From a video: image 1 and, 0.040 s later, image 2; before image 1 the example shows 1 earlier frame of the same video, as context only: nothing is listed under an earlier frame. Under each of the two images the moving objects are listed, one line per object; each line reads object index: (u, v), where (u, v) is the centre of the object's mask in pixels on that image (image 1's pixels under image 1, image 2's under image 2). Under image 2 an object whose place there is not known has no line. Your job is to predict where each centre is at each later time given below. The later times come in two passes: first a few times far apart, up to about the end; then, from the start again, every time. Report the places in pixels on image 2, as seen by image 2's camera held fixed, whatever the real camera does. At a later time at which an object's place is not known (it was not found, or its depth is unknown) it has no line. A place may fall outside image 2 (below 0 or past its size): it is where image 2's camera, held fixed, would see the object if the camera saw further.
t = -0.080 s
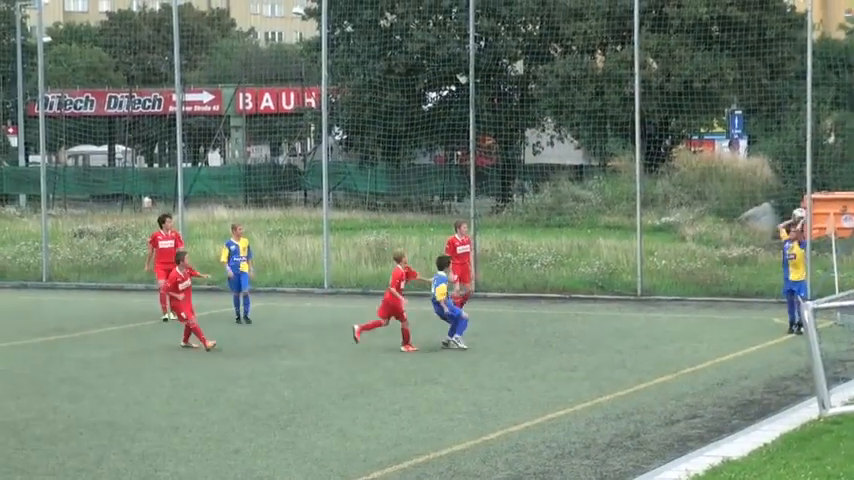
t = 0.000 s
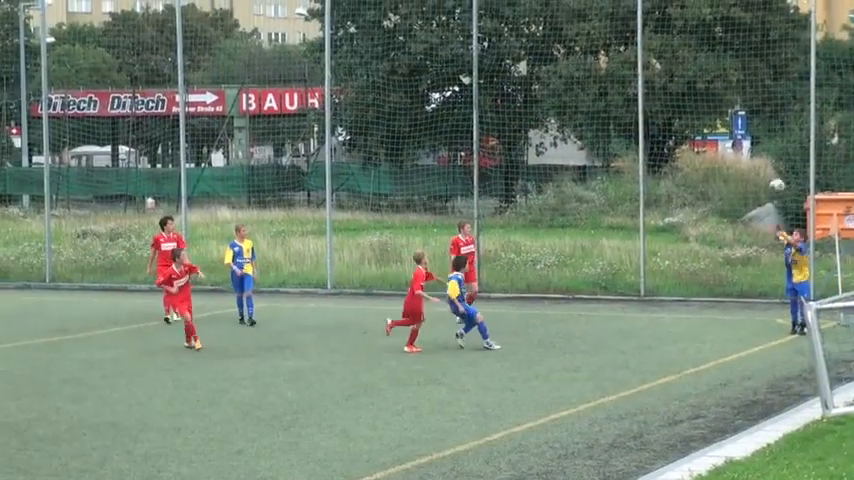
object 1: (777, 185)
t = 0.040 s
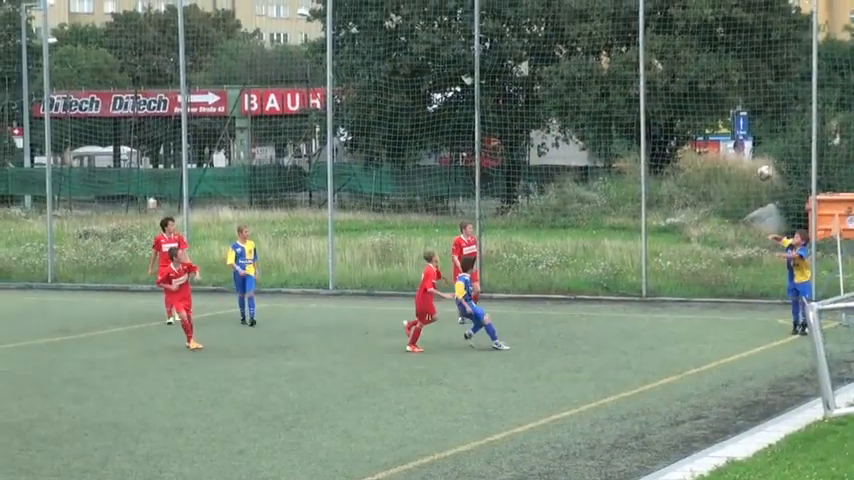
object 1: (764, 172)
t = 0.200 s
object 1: (708, 128)
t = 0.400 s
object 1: (634, 98)
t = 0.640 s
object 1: (546, 99)
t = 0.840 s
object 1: (470, 140)
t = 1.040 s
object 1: (390, 220)
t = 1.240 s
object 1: (306, 345)
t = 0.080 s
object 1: (751, 160)
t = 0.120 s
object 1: (736, 148)
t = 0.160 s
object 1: (723, 136)
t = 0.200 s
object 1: (708, 128)
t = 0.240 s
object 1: (693, 121)
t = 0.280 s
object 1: (679, 114)
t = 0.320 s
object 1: (664, 107)
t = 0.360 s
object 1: (651, 102)
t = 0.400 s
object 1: (634, 98)
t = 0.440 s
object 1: (620, 94)
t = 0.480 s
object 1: (606, 93)
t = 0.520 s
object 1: (591, 93)
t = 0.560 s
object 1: (576, 93)
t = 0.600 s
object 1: (562, 96)
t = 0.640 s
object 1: (546, 99)
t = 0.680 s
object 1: (531, 105)
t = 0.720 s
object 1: (516, 113)
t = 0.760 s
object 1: (501, 121)
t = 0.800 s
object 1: (486, 130)
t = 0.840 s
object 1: (470, 140)
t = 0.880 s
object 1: (455, 154)
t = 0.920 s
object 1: (438, 167)
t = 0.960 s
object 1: (423, 183)
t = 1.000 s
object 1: (406, 199)
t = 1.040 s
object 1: (390, 220)
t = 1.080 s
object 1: (373, 242)
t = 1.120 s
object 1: (357, 265)
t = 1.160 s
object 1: (341, 289)
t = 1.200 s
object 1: (323, 317)
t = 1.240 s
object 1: (306, 345)
